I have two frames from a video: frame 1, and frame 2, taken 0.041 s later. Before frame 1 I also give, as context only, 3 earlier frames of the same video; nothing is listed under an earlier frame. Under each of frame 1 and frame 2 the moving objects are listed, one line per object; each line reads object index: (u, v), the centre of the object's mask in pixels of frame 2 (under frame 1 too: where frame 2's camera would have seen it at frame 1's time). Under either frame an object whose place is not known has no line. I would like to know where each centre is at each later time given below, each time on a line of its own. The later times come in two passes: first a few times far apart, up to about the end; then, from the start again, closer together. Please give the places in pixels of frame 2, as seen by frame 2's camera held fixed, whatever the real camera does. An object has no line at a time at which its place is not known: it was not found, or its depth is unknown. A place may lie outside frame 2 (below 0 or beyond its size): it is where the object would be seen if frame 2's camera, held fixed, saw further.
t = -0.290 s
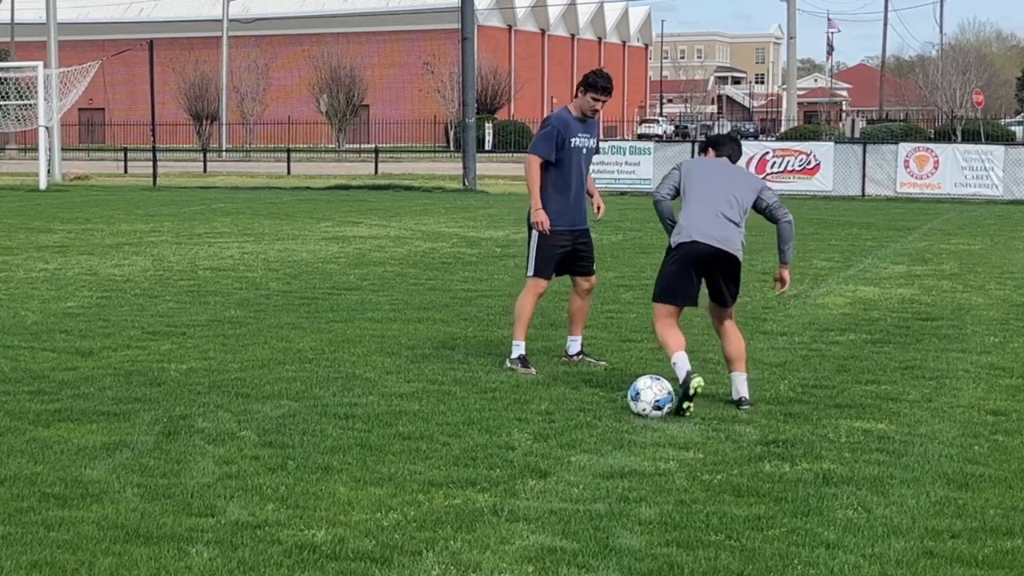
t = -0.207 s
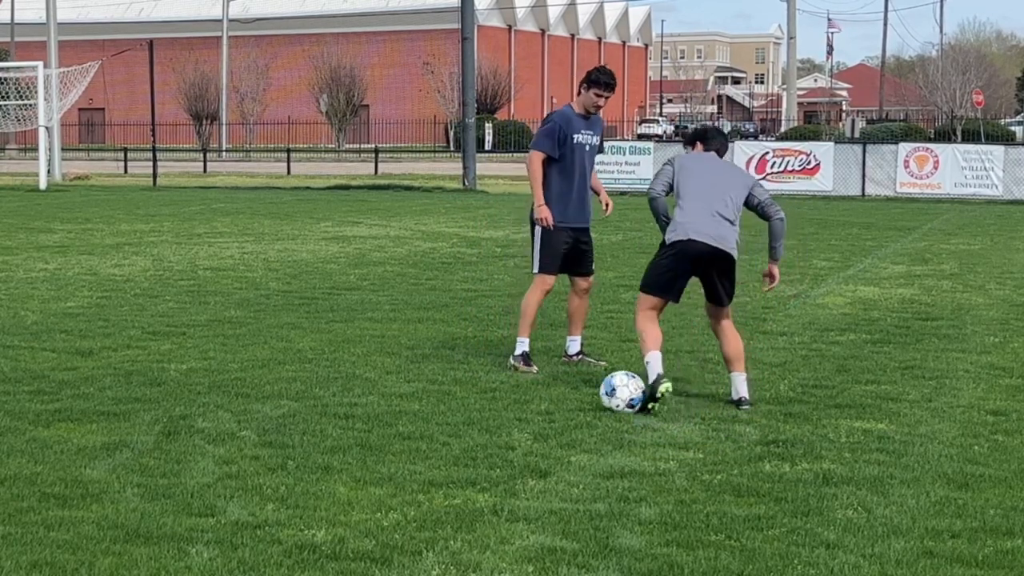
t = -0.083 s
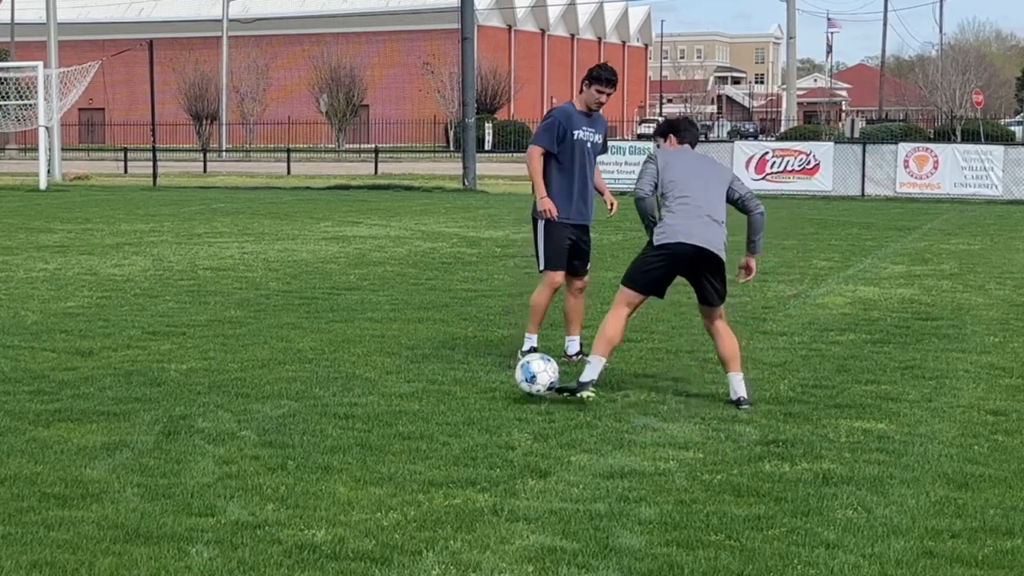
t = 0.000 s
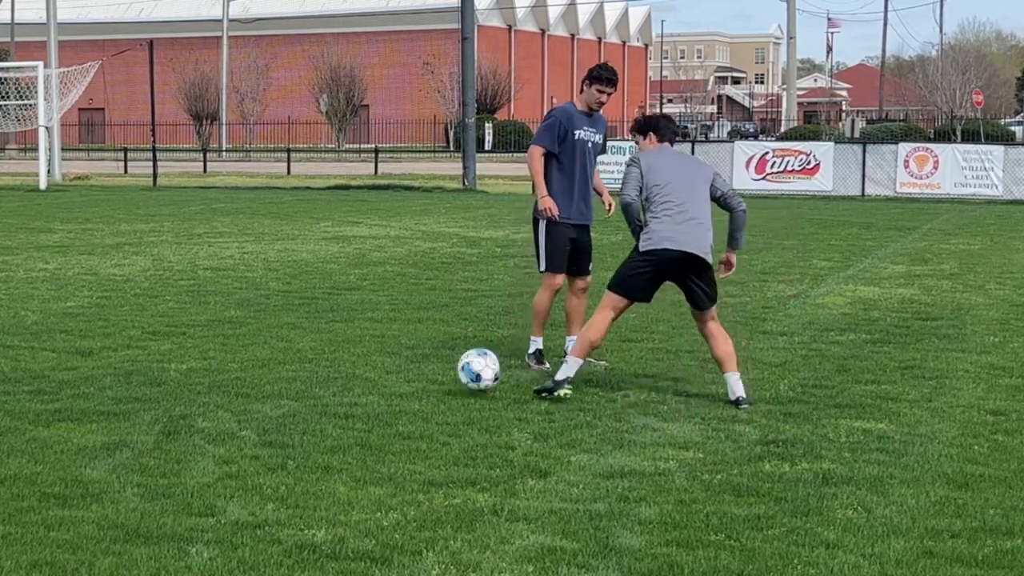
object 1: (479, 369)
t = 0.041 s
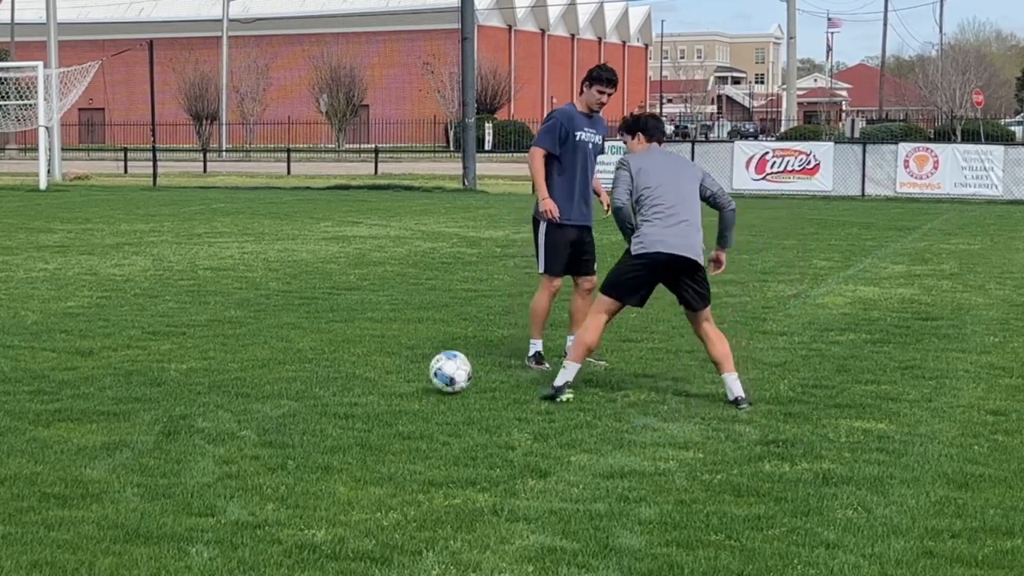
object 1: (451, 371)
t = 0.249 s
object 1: (349, 369)
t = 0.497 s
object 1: (267, 362)
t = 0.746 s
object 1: (199, 357)
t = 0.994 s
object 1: (145, 352)
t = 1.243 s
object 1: (104, 351)
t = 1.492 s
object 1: (74, 348)
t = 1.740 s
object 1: (55, 347)
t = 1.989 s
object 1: (44, 345)
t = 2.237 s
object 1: (40, 345)
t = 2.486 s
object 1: (40, 346)
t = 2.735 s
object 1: (40, 346)
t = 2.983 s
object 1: (41, 346)
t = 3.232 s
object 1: (41, 346)
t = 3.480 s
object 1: (41, 346)
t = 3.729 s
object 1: (41, 346)
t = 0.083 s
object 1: (423, 376)
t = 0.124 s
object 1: (402, 374)
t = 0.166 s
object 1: (383, 371)
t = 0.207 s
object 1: (366, 369)
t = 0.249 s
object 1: (349, 369)
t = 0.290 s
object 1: (334, 367)
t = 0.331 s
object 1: (320, 366)
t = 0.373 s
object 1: (306, 365)
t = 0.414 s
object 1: (292, 364)
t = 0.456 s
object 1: (279, 362)
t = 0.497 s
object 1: (267, 362)
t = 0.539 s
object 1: (255, 360)
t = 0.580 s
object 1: (242, 359)
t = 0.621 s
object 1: (231, 359)
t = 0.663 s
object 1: (220, 359)
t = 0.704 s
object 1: (209, 359)
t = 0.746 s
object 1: (199, 357)
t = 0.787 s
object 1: (189, 356)
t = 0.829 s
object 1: (179, 355)
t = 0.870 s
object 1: (170, 354)
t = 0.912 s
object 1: (161, 353)
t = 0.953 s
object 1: (153, 353)
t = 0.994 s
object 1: (145, 352)
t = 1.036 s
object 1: (138, 351)
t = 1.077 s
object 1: (130, 351)
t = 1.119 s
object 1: (123, 351)
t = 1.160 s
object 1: (116, 351)
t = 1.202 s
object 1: (110, 351)
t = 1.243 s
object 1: (104, 351)
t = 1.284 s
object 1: (99, 350)
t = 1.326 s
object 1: (93, 350)
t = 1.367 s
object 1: (88, 349)
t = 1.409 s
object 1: (83, 348)
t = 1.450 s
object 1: (79, 349)
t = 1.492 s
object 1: (74, 348)
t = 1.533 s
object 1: (70, 348)
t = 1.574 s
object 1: (67, 347)
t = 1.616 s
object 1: (63, 346)
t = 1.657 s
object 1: (60, 347)
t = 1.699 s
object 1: (57, 347)
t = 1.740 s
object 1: (55, 347)
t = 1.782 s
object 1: (52, 346)
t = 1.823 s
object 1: (49, 346)
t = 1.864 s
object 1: (48, 346)
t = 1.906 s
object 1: (46, 345)
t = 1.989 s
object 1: (44, 345)
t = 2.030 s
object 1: (43, 346)
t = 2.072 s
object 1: (42, 345)
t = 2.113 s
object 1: (41, 346)
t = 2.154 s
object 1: (40, 346)
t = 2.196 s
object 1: (40, 345)
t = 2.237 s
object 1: (40, 345)
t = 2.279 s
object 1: (40, 345)
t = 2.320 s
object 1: (40, 345)
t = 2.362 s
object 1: (40, 345)
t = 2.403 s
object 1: (40, 345)
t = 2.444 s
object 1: (40, 345)
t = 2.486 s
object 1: (40, 346)
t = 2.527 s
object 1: (40, 345)
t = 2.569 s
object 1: (40, 346)
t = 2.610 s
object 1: (40, 346)
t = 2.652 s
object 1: (40, 346)
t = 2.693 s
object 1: (40, 346)
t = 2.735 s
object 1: (40, 346)
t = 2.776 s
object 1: (41, 346)
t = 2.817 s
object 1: (41, 346)
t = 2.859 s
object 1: (41, 346)
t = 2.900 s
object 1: (41, 346)
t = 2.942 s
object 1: (41, 346)
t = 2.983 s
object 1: (41, 346)
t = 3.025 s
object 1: (41, 346)
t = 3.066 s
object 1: (41, 346)
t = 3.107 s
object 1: (41, 346)
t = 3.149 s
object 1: (41, 346)
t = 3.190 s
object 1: (41, 346)
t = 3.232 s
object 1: (41, 346)
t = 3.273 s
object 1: (41, 346)
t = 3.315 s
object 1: (41, 346)
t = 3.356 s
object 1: (41, 346)
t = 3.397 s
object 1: (41, 346)
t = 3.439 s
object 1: (41, 346)
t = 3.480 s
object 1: (41, 346)
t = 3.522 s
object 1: (41, 346)
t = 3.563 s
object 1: (41, 346)
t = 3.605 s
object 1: (41, 346)
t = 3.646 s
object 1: (41, 346)
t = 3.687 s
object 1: (41, 346)
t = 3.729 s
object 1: (41, 346)
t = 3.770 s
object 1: (41, 346)
